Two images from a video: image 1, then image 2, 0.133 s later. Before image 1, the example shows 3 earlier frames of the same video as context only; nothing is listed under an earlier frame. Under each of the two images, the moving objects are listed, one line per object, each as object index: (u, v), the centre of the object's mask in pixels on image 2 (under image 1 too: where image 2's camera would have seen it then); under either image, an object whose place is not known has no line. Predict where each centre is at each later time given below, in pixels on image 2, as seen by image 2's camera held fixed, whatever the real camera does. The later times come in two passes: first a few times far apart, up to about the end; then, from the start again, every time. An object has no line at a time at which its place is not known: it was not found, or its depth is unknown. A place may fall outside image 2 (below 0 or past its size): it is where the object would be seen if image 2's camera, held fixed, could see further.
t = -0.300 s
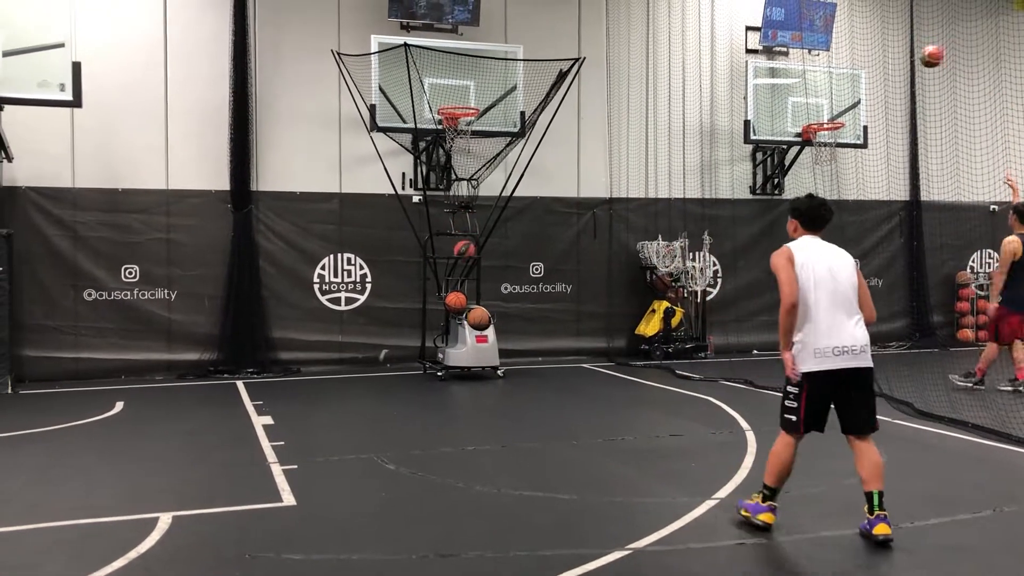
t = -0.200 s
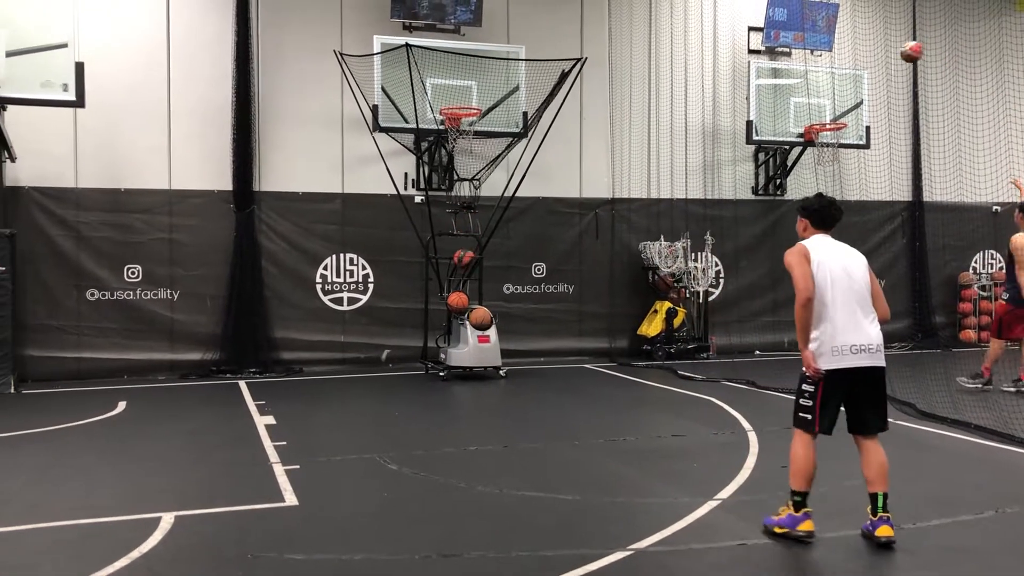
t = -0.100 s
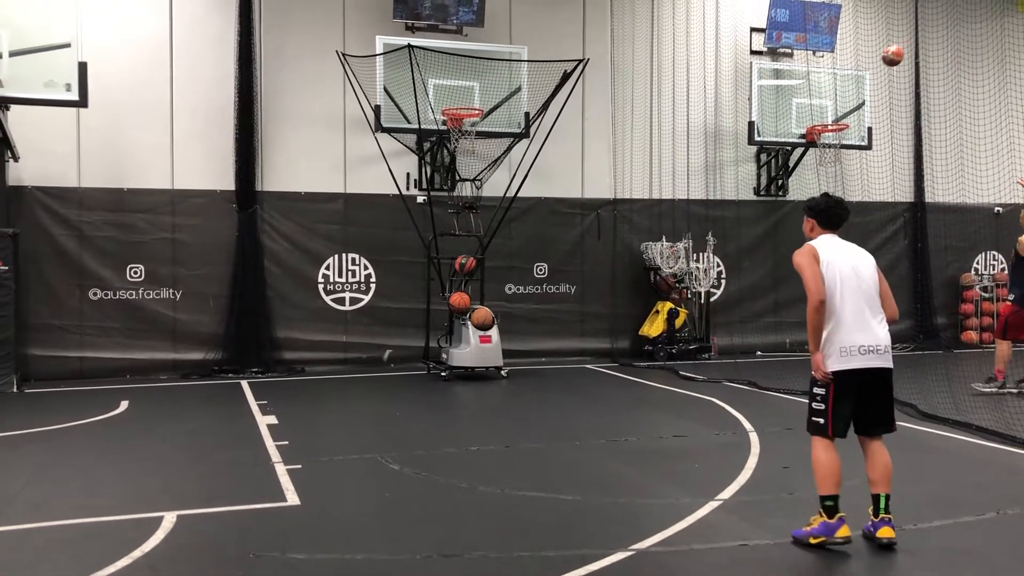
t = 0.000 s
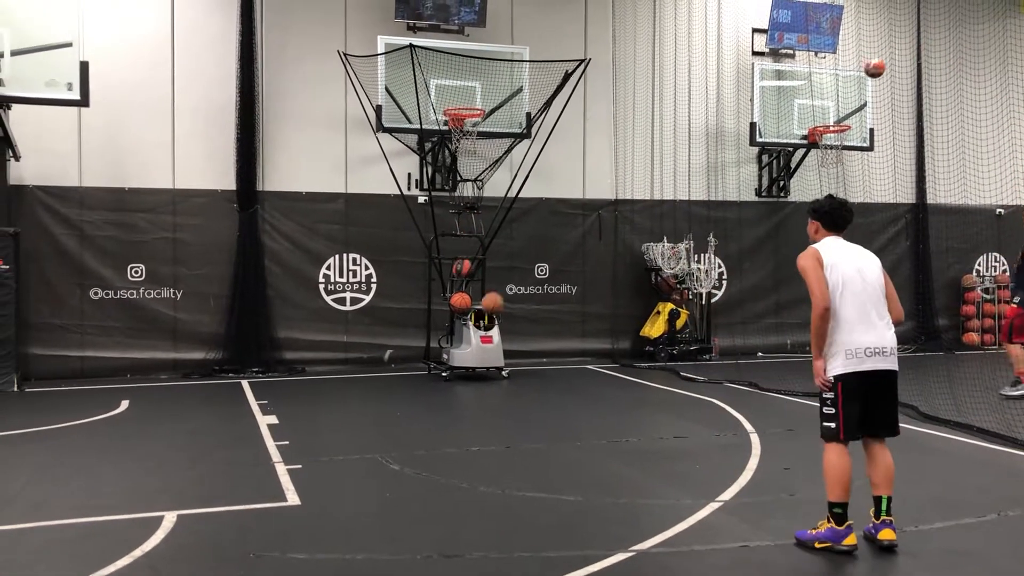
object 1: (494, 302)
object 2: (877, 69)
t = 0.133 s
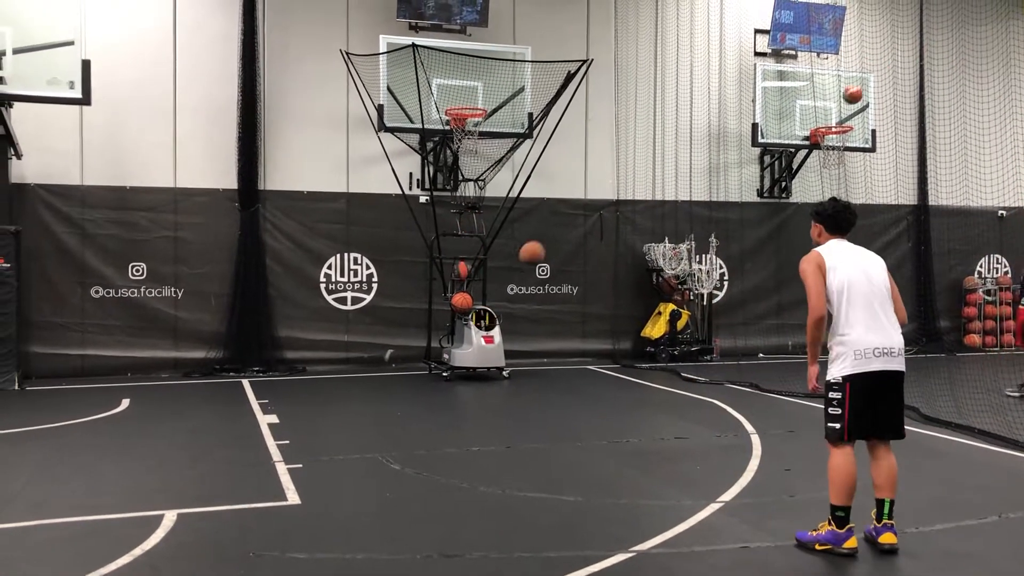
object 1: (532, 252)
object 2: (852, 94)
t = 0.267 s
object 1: (580, 212)
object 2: (829, 131)
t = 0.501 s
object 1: (695, 172)
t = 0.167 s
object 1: (543, 241)
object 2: (846, 102)
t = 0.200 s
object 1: (554, 231)
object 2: (841, 111)
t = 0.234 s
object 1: (566, 221)
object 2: (834, 118)
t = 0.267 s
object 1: (580, 212)
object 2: (829, 131)
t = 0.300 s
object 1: (593, 203)
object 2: (830, 138)
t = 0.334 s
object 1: (607, 195)
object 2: (830, 149)
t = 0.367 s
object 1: (623, 188)
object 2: (831, 159)
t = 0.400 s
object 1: (639, 184)
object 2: (833, 168)
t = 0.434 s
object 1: (656, 178)
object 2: (834, 181)
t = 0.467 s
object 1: (674, 175)
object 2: (835, 191)
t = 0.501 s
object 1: (695, 172)
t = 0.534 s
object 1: (716, 171)
